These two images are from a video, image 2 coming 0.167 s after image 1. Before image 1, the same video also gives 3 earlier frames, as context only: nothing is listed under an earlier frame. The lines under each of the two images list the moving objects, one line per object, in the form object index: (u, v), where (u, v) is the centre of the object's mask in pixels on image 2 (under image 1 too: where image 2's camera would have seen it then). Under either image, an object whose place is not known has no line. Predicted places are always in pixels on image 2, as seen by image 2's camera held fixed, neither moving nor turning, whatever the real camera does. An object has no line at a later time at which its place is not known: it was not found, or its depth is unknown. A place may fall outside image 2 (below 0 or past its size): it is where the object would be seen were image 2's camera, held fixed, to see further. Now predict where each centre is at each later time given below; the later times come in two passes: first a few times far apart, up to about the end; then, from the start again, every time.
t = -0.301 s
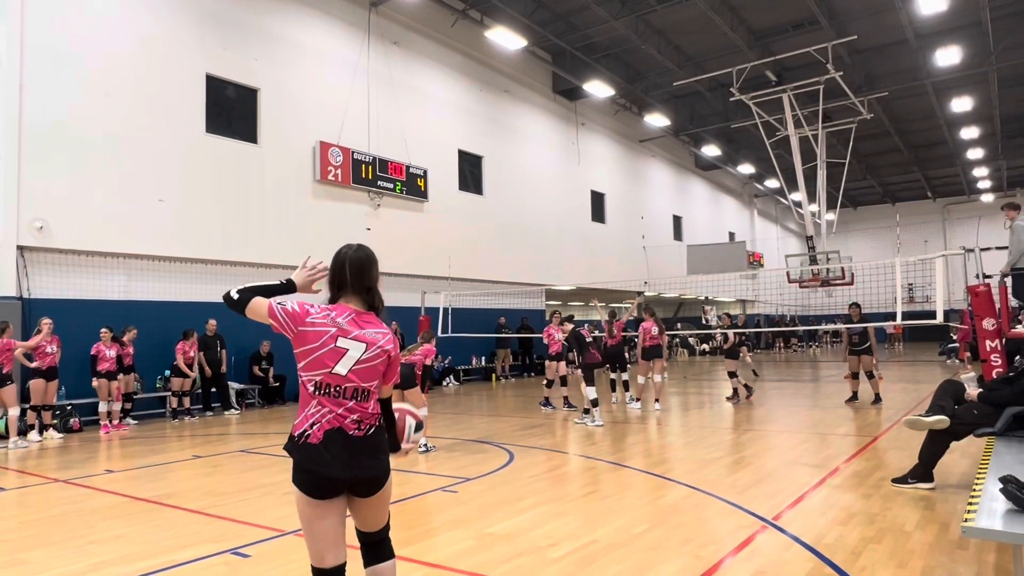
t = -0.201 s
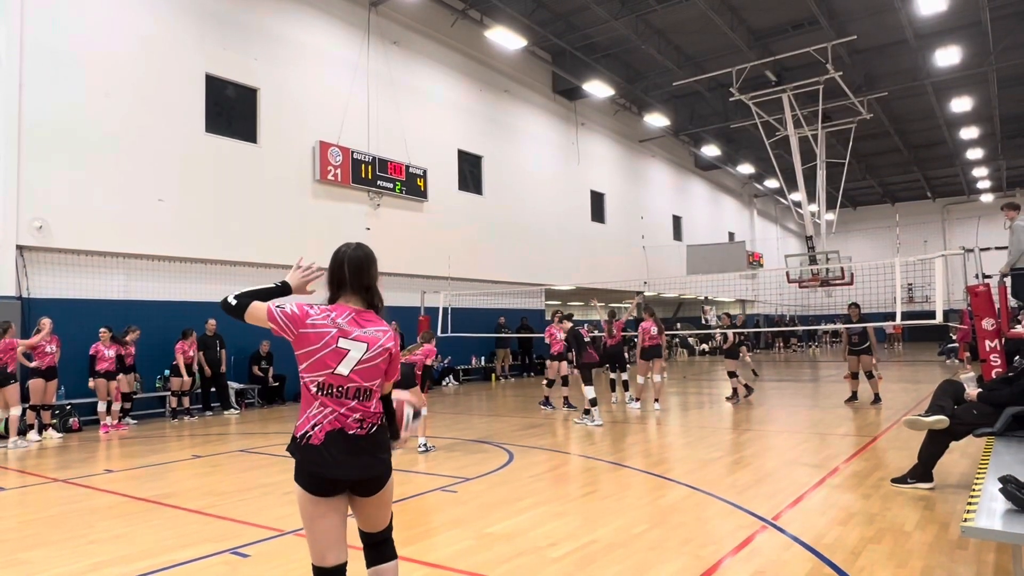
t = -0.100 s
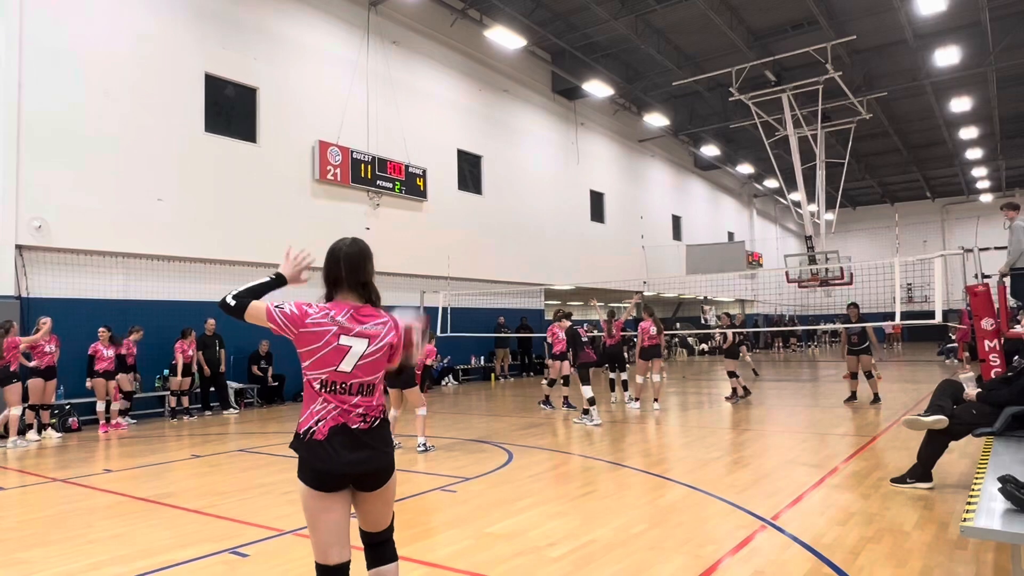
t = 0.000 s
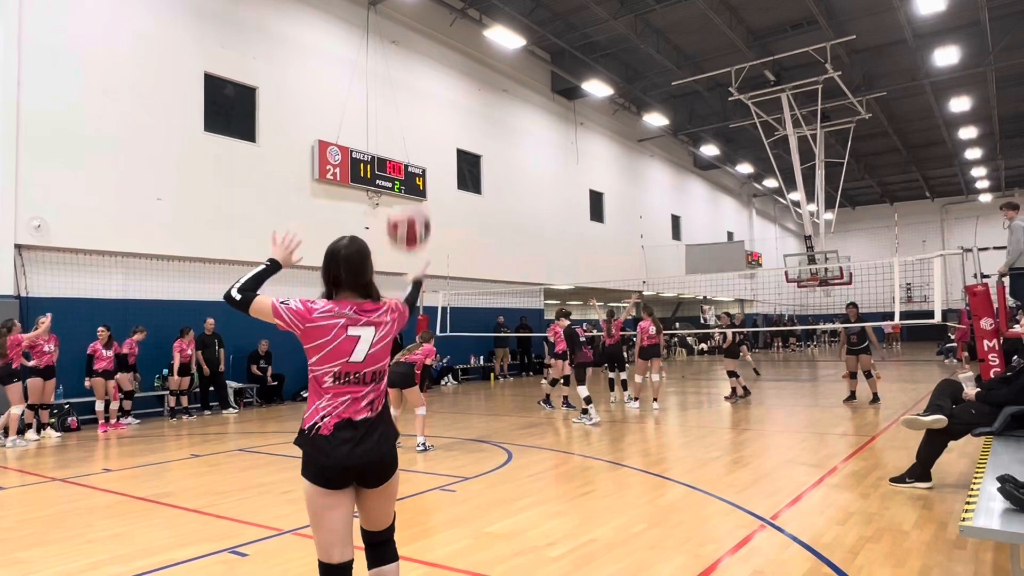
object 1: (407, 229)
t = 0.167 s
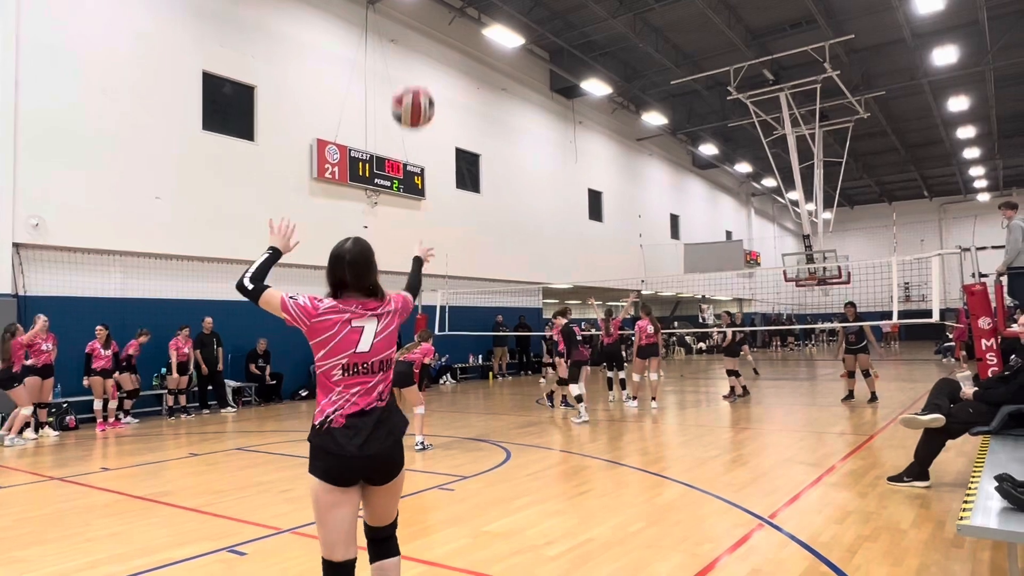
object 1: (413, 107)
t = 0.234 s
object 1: (416, 77)
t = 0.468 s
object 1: (426, 41)
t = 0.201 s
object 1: (415, 91)
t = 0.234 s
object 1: (416, 77)
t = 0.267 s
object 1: (417, 65)
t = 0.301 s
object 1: (419, 55)
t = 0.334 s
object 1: (420, 48)
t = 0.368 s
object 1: (422, 43)
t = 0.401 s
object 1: (423, 40)
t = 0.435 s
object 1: (425, 39)
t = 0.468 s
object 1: (426, 41)
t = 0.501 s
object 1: (428, 44)
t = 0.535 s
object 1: (429, 49)
